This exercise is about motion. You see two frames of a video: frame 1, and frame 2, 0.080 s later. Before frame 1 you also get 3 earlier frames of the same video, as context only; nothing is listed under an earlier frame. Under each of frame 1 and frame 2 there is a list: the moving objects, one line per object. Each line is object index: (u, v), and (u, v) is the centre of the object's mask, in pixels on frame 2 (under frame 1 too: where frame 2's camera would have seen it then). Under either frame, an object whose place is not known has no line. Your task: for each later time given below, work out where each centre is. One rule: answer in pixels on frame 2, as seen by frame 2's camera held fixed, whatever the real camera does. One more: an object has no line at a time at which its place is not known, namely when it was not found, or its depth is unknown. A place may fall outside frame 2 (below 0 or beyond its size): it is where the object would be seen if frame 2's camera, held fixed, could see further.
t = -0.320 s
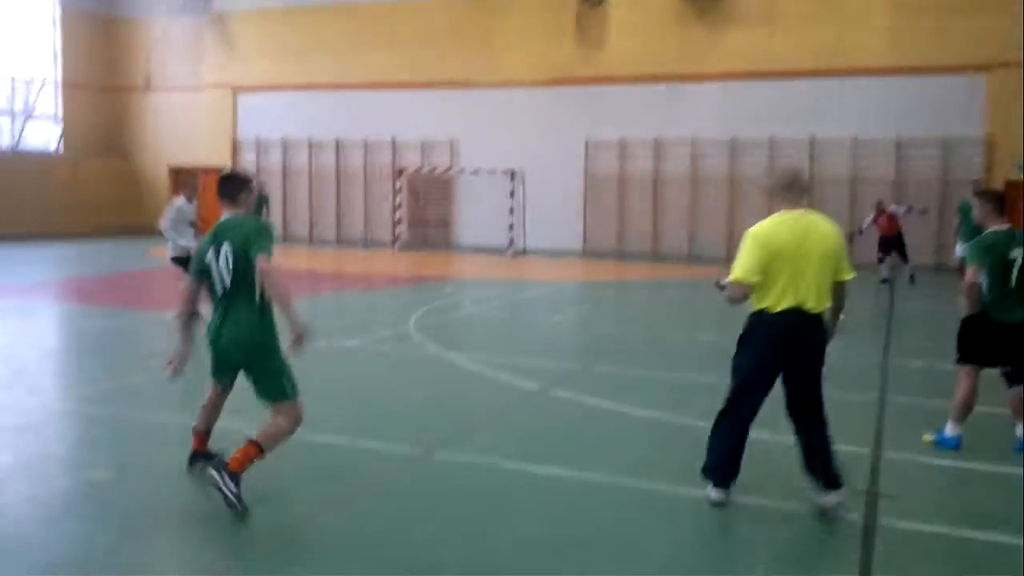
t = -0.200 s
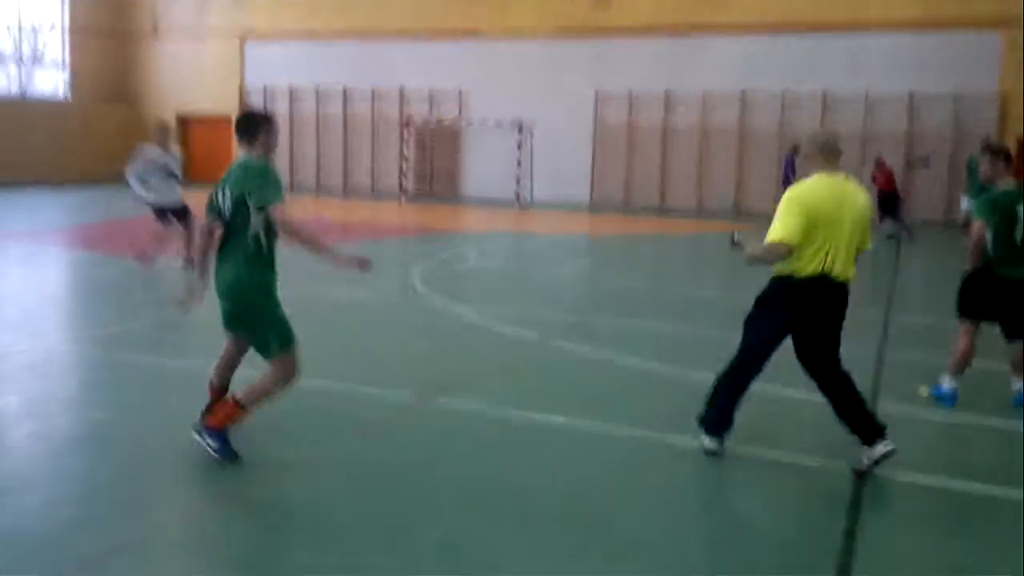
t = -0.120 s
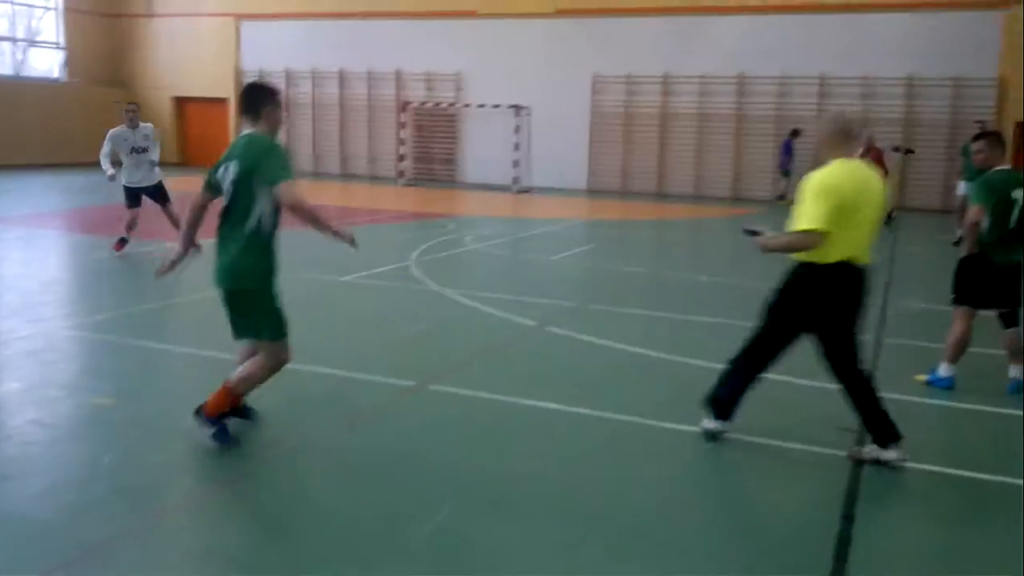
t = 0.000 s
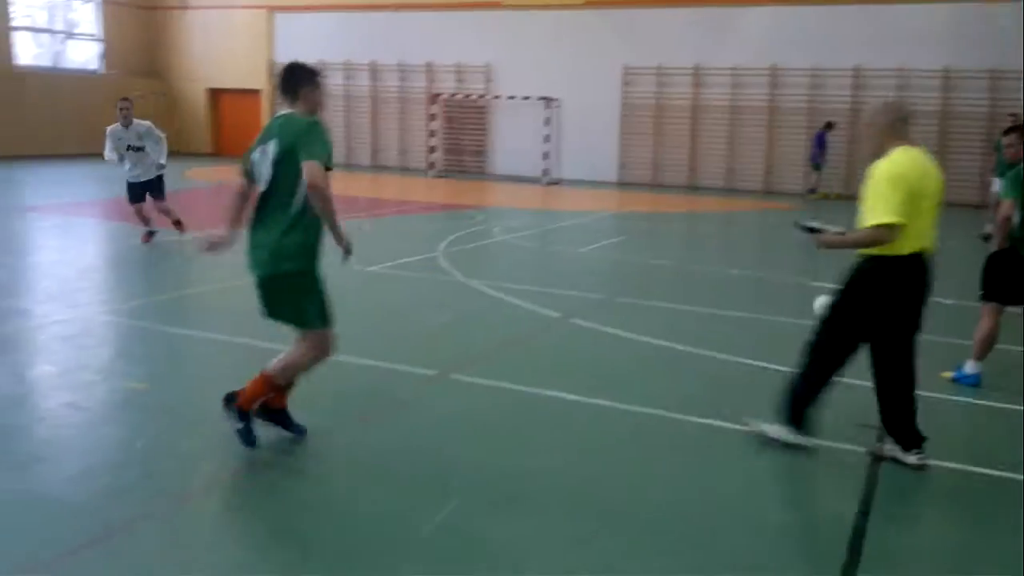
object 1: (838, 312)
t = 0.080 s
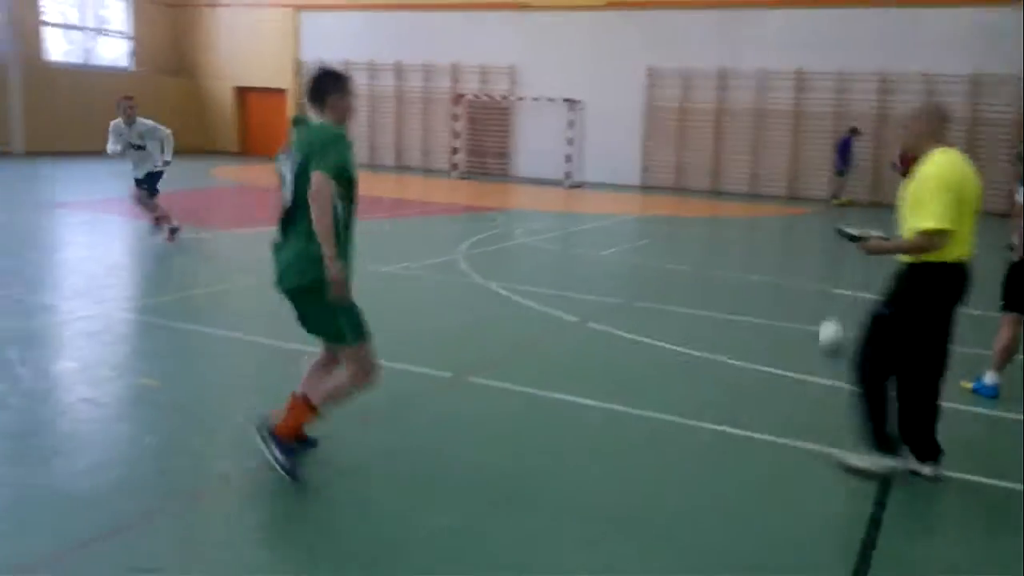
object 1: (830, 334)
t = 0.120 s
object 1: (825, 343)
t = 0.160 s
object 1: (817, 355)
